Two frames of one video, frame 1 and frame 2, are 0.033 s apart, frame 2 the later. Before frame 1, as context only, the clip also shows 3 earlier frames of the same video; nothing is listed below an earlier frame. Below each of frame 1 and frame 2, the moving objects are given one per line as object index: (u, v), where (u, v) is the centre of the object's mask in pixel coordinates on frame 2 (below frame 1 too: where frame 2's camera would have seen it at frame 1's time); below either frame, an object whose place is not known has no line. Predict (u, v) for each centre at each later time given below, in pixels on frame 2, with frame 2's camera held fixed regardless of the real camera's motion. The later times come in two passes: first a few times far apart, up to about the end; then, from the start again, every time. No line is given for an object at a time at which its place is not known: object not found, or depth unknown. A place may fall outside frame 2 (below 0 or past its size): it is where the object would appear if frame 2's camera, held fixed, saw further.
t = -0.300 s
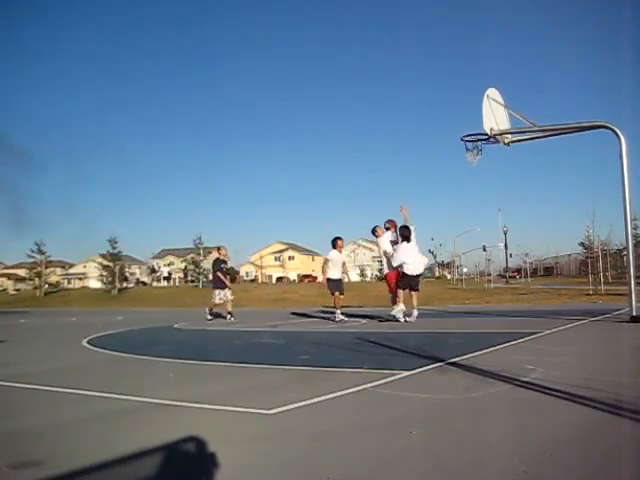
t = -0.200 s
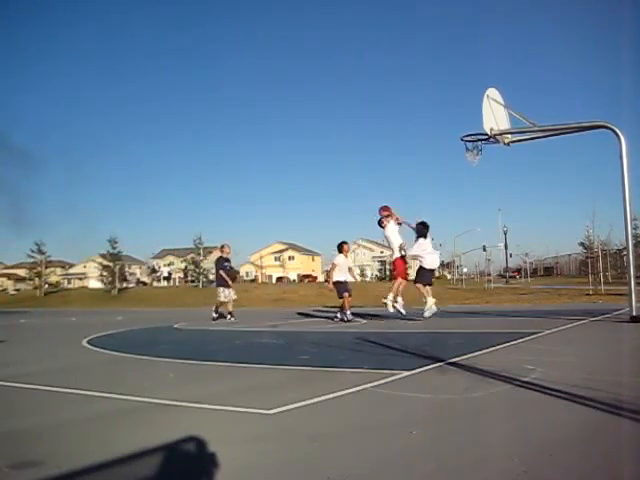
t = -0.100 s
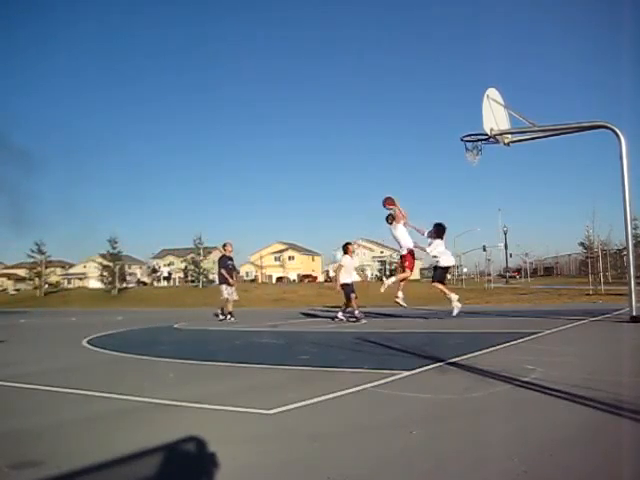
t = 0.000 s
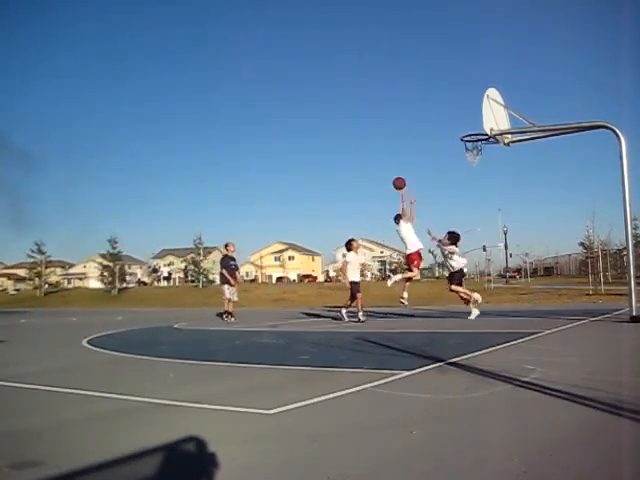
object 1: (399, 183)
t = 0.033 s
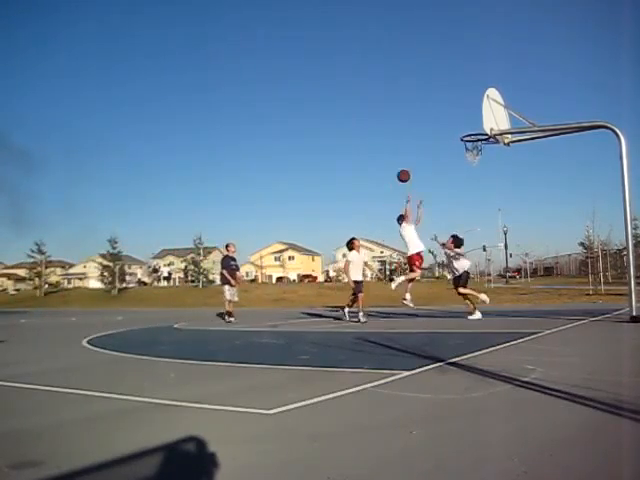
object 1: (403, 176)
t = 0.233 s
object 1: (431, 141)
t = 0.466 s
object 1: (469, 127)
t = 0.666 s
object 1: (479, 109)
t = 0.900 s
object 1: (481, 99)
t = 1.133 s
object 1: (480, 120)
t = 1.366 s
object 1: (475, 114)
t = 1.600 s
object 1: (466, 125)
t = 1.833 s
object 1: (462, 127)
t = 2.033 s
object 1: (458, 132)
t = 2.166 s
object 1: (455, 140)
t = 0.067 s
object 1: (408, 169)
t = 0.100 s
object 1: (412, 162)
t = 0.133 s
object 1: (417, 156)
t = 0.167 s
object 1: (422, 151)
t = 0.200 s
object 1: (426, 146)
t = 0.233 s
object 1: (431, 141)
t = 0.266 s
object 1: (436, 137)
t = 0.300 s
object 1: (441, 134)
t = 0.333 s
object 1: (447, 132)
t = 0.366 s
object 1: (452, 129)
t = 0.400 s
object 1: (458, 128)
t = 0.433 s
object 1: (464, 126)
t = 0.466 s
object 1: (469, 127)
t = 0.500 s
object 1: (475, 126)
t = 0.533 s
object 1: (479, 127)
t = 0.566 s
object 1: (479, 123)
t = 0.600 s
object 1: (479, 117)
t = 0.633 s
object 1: (479, 113)
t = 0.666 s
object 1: (479, 109)
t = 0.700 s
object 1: (479, 106)
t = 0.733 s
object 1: (479, 103)
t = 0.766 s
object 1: (480, 101)
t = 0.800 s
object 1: (480, 100)
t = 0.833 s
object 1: (480, 100)
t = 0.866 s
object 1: (481, 99)
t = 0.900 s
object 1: (481, 99)
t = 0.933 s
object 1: (481, 100)
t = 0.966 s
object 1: (481, 101)
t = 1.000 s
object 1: (480, 104)
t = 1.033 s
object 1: (480, 107)
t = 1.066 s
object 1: (480, 111)
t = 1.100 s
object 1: (480, 116)
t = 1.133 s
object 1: (480, 120)
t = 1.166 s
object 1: (481, 126)
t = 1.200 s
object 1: (480, 127)
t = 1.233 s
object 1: (479, 123)
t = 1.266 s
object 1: (478, 119)
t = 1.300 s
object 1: (477, 117)
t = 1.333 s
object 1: (476, 116)
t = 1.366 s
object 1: (475, 114)
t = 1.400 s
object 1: (474, 114)
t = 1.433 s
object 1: (473, 114)
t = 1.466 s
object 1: (471, 115)
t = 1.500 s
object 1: (470, 116)
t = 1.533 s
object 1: (468, 119)
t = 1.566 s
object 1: (467, 121)
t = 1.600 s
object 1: (466, 125)
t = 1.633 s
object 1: (464, 129)
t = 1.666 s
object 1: (463, 131)
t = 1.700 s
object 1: (463, 130)
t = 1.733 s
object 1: (463, 128)
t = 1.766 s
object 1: (462, 127)
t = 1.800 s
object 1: (462, 127)
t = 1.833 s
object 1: (462, 127)
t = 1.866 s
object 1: (462, 128)
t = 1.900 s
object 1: (462, 129)
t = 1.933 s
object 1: (461, 132)
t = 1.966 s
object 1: (461, 131)
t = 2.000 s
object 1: (459, 131)
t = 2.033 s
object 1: (458, 132)
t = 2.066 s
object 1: (458, 133)
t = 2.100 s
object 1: (457, 135)
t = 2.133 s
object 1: (456, 137)
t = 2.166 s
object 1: (455, 140)
